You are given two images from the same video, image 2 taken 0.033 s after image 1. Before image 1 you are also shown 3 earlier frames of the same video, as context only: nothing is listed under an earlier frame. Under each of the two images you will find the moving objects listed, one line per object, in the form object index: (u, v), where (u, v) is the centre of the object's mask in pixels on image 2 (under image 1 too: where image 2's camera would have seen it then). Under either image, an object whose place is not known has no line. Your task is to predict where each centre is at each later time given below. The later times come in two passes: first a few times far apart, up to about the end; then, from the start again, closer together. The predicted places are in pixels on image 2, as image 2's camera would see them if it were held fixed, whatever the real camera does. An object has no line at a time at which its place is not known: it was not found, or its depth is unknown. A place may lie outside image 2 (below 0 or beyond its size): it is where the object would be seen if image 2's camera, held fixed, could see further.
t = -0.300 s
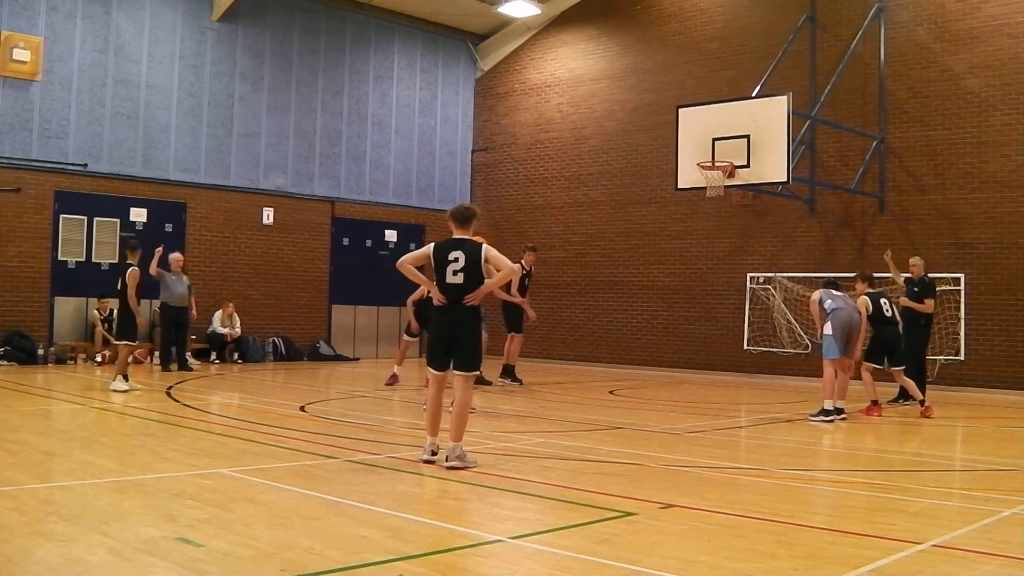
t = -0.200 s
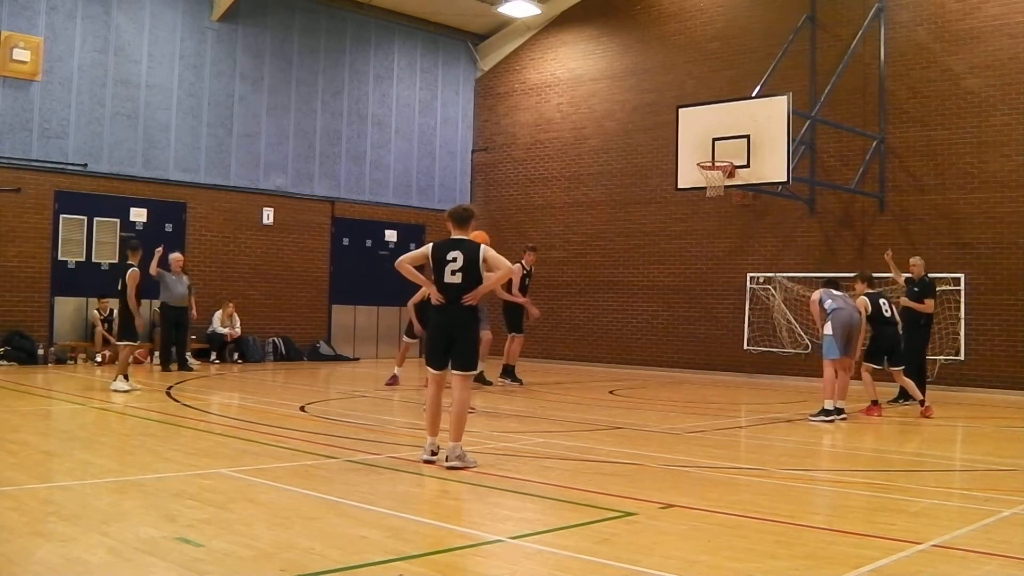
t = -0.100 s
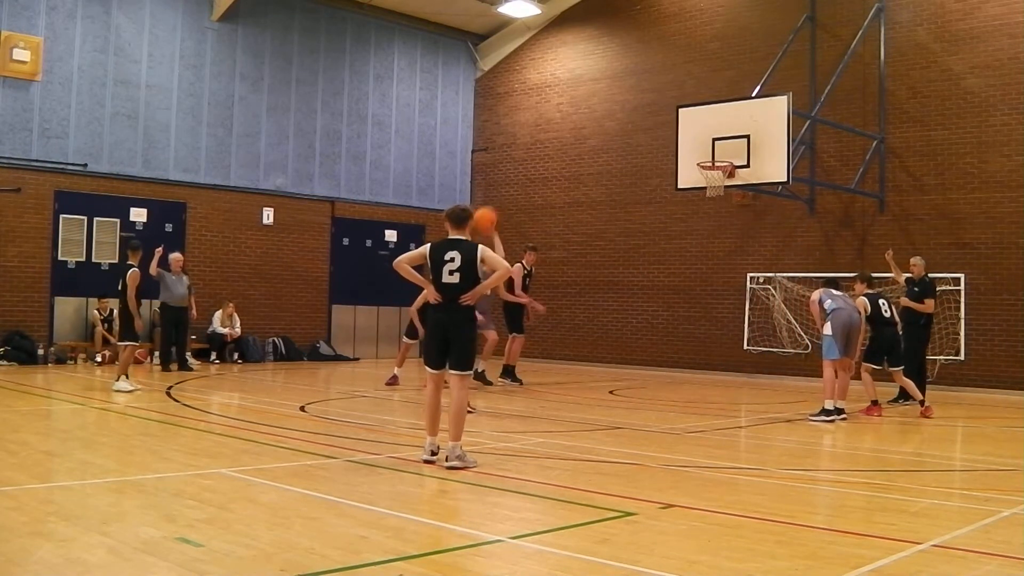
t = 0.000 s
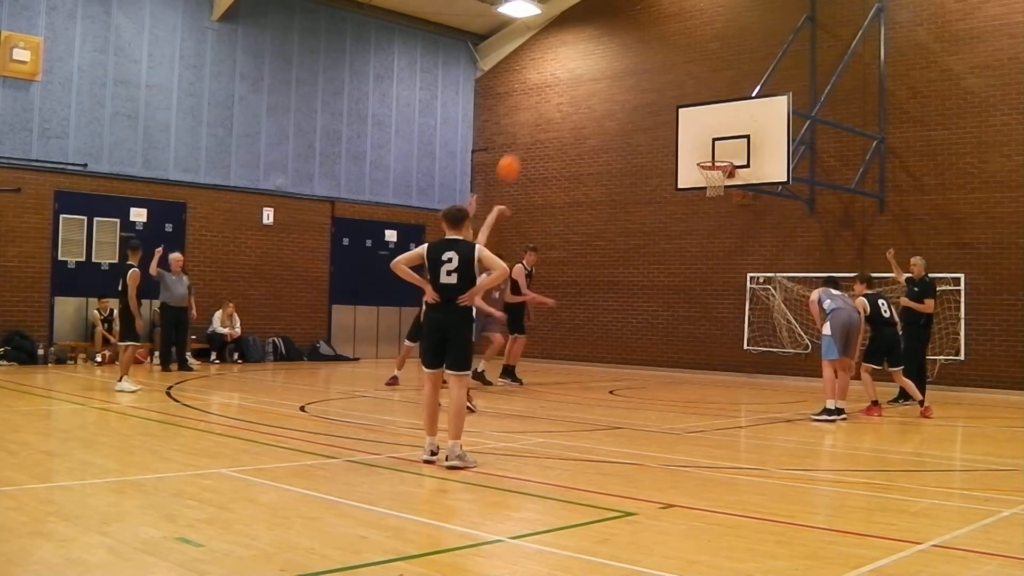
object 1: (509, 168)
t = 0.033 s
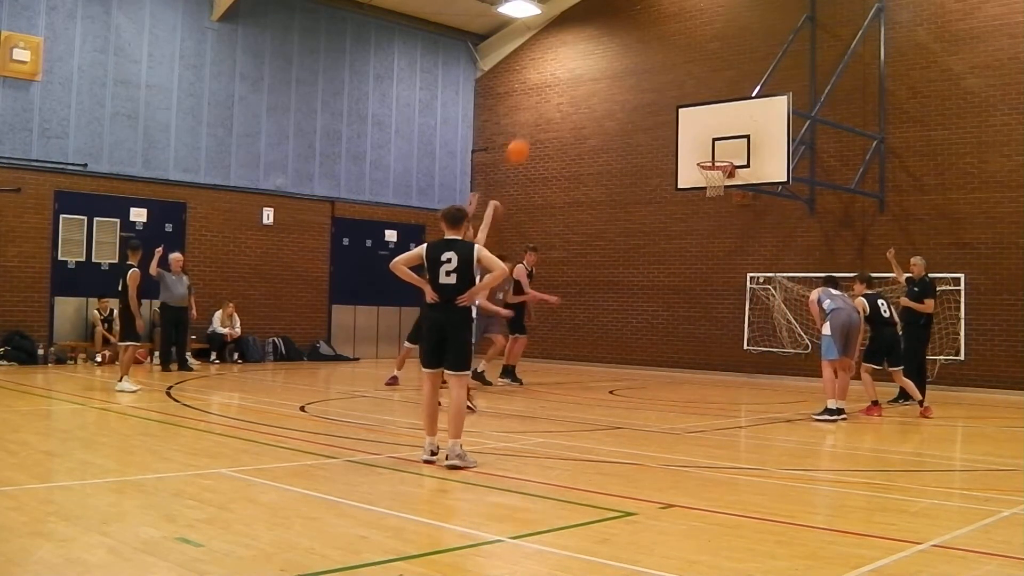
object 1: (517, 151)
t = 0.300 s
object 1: (584, 66)
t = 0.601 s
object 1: (646, 48)
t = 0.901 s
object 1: (699, 99)
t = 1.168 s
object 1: (705, 153)
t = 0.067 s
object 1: (526, 136)
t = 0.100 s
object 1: (534, 123)
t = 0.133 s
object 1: (544, 111)
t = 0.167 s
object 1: (553, 99)
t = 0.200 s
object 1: (561, 90)
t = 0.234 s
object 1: (568, 80)
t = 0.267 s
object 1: (576, 73)
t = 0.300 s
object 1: (584, 66)
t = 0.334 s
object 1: (591, 60)
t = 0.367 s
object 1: (599, 55)
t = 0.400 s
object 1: (606, 51)
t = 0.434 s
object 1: (613, 48)
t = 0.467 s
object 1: (620, 46)
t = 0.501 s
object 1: (626, 45)
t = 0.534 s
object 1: (633, 45)
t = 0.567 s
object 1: (640, 46)
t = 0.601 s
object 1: (646, 48)
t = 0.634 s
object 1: (653, 50)
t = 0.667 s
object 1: (659, 54)
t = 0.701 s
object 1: (665, 58)
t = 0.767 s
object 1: (677, 68)
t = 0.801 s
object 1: (683, 74)
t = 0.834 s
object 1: (688, 83)
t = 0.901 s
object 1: (699, 99)
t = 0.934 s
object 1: (704, 108)
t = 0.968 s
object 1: (710, 119)
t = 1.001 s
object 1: (715, 129)
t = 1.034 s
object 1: (720, 142)
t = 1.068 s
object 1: (725, 153)
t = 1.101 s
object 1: (722, 155)
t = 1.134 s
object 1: (714, 154)
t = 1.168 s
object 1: (705, 153)
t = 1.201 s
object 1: (697, 152)
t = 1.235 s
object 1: (689, 153)
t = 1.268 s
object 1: (681, 154)
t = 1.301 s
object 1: (673, 156)
